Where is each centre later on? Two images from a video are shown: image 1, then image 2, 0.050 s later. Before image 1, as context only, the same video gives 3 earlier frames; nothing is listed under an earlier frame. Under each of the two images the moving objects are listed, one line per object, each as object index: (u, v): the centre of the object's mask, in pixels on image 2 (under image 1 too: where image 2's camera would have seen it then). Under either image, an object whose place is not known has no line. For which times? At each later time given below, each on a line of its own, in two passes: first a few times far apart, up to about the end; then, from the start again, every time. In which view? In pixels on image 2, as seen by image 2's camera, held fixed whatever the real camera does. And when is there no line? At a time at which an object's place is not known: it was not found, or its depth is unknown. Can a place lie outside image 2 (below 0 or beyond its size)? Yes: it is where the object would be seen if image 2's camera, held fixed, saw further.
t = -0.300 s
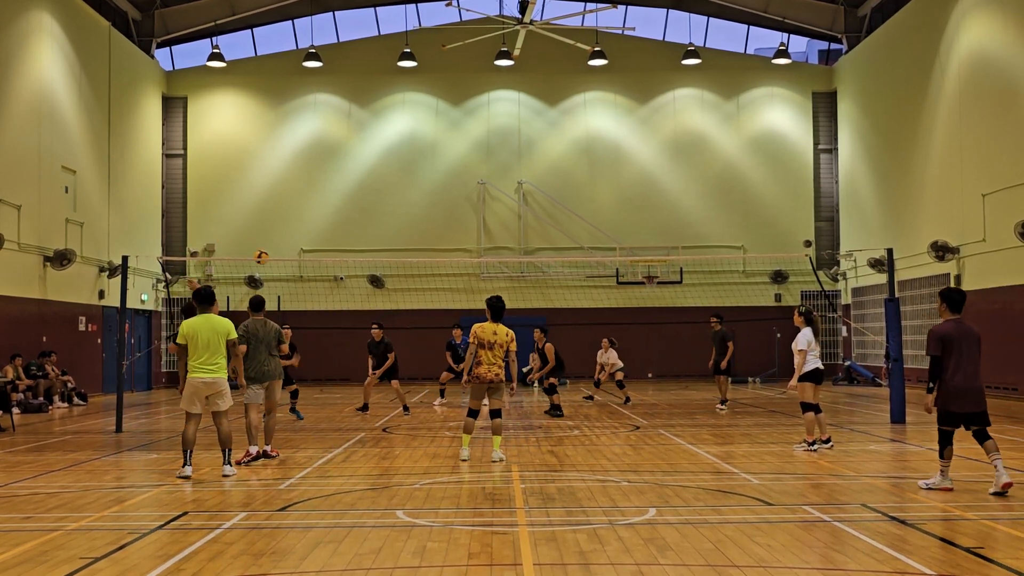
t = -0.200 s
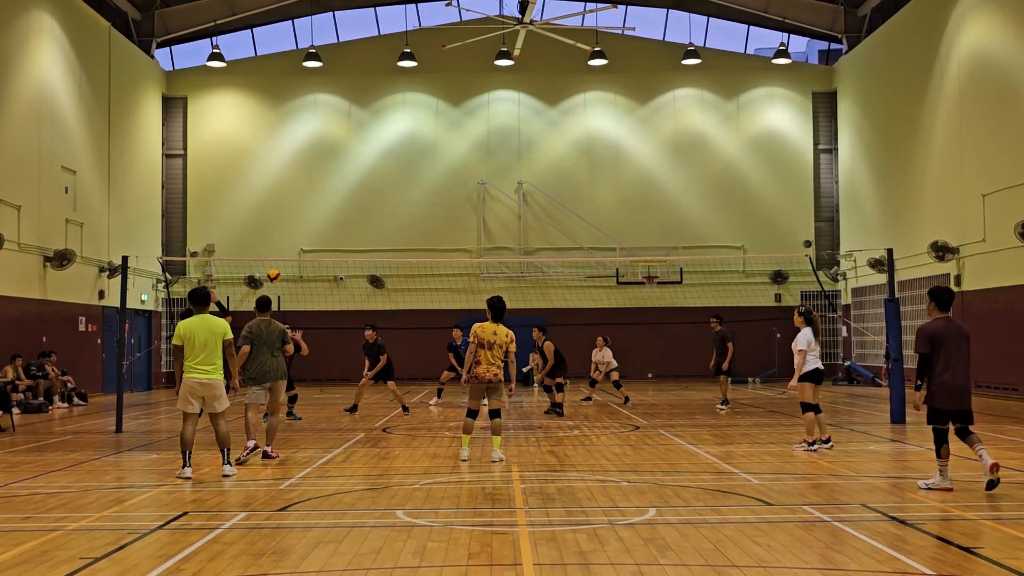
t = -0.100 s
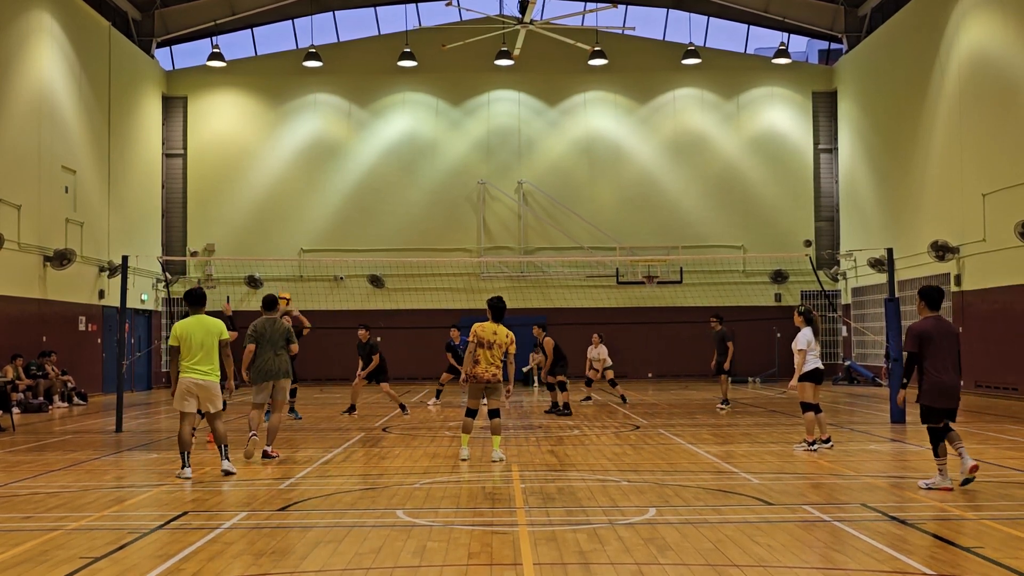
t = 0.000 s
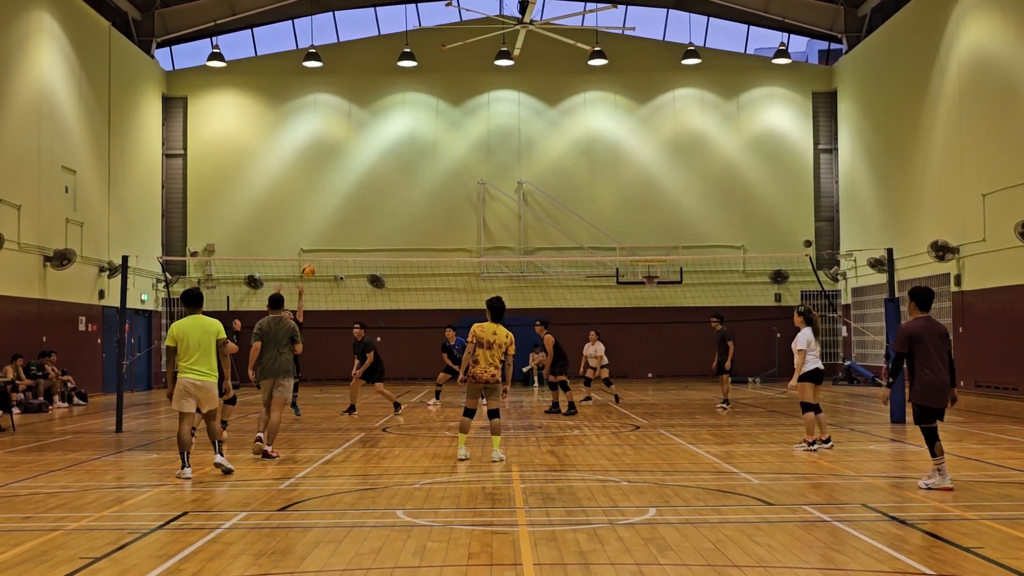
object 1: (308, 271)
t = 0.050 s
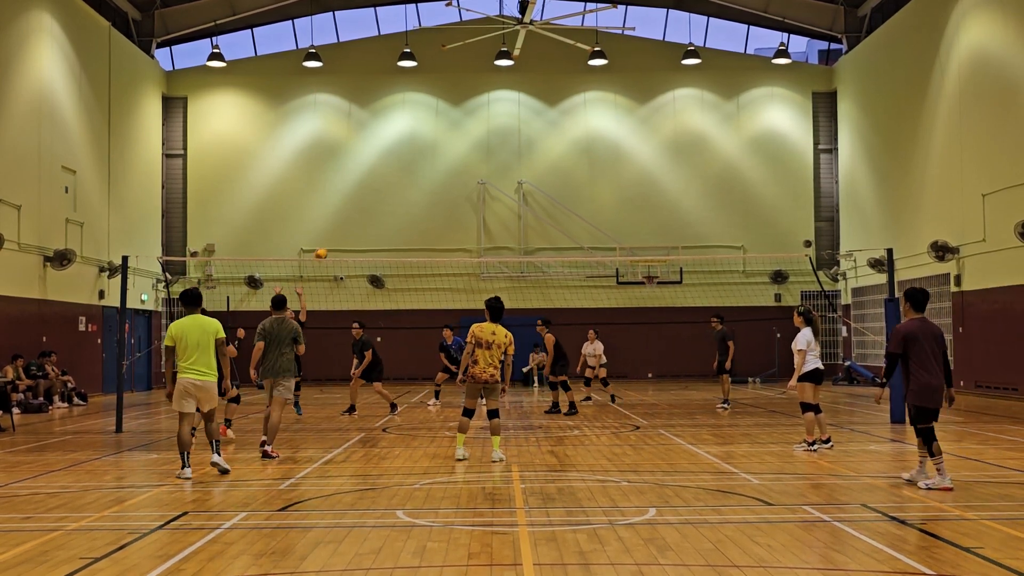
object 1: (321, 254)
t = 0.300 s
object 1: (378, 199)
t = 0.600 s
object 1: (441, 184)
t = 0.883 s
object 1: (495, 215)
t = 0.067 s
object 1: (324, 249)
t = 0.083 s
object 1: (328, 244)
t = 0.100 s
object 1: (332, 240)
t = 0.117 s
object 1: (336, 235)
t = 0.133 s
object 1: (340, 231)
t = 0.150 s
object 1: (343, 227)
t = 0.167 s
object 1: (347, 223)
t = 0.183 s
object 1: (352, 219)
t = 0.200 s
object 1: (356, 216)
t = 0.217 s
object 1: (359, 213)
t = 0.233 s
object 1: (363, 210)
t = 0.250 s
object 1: (367, 207)
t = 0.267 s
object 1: (371, 204)
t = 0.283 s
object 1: (374, 201)
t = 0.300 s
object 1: (378, 199)
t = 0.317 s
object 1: (382, 196)
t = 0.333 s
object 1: (385, 194)
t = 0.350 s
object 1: (389, 192)
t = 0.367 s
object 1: (393, 191)
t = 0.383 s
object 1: (396, 190)
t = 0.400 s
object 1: (399, 188)
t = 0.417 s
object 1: (403, 186)
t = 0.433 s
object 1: (407, 185)
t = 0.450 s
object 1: (410, 185)
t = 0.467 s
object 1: (414, 184)
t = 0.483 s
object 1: (417, 184)
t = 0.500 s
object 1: (421, 183)
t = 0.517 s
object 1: (424, 183)
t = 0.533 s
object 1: (427, 182)
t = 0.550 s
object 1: (431, 183)
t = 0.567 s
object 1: (434, 183)
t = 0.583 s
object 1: (438, 183)
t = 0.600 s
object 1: (441, 184)
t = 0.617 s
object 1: (444, 185)
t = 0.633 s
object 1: (447, 185)
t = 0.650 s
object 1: (451, 186)
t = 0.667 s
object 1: (454, 188)
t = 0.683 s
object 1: (458, 189)
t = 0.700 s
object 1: (461, 191)
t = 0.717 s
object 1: (464, 192)
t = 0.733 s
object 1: (467, 194)
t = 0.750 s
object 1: (471, 196)
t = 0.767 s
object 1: (474, 198)
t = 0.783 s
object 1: (476, 199)
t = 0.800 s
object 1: (480, 202)
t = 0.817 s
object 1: (483, 204)
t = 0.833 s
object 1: (486, 207)
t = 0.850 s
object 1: (489, 210)
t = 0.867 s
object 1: (492, 213)
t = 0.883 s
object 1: (495, 215)
